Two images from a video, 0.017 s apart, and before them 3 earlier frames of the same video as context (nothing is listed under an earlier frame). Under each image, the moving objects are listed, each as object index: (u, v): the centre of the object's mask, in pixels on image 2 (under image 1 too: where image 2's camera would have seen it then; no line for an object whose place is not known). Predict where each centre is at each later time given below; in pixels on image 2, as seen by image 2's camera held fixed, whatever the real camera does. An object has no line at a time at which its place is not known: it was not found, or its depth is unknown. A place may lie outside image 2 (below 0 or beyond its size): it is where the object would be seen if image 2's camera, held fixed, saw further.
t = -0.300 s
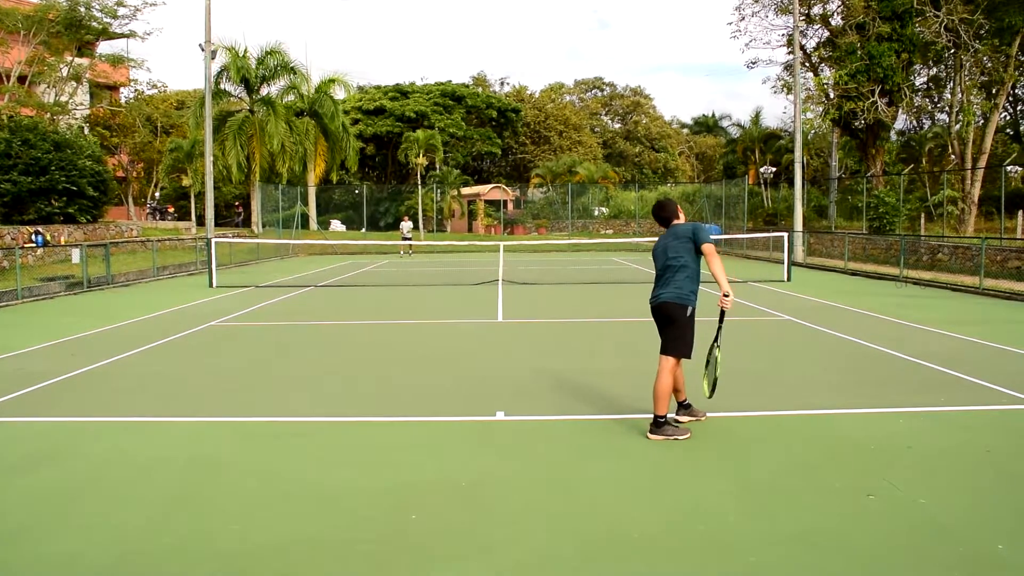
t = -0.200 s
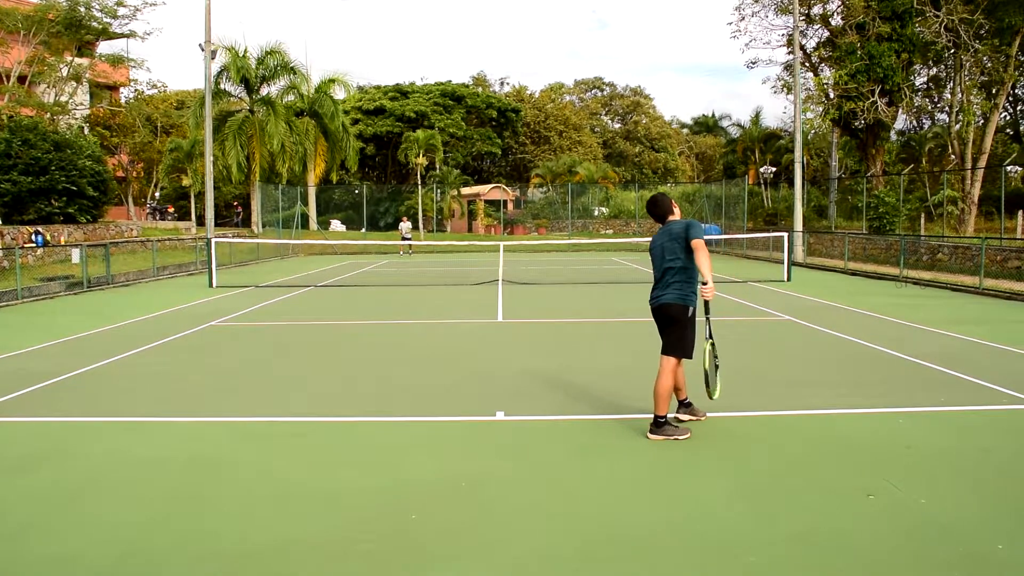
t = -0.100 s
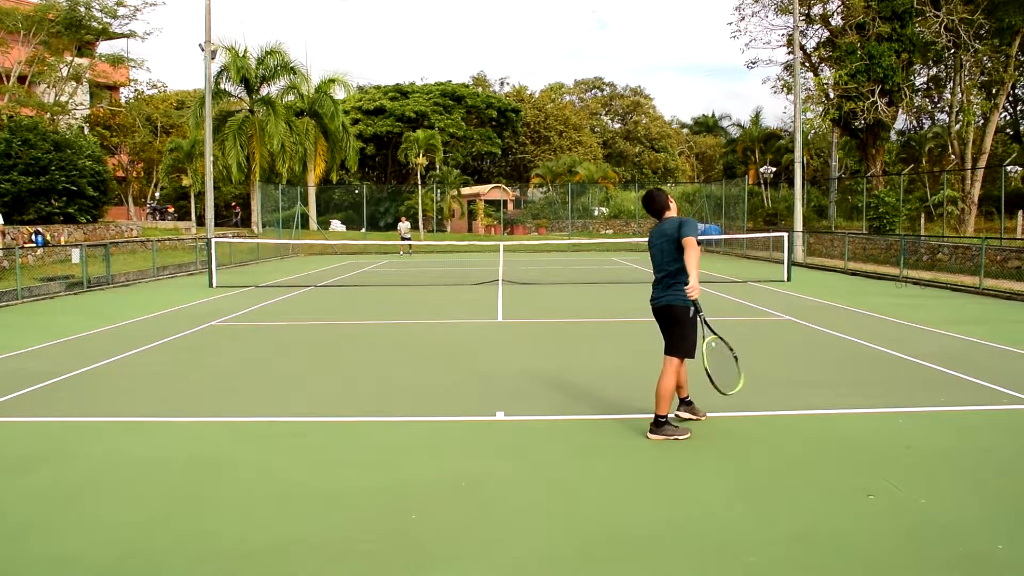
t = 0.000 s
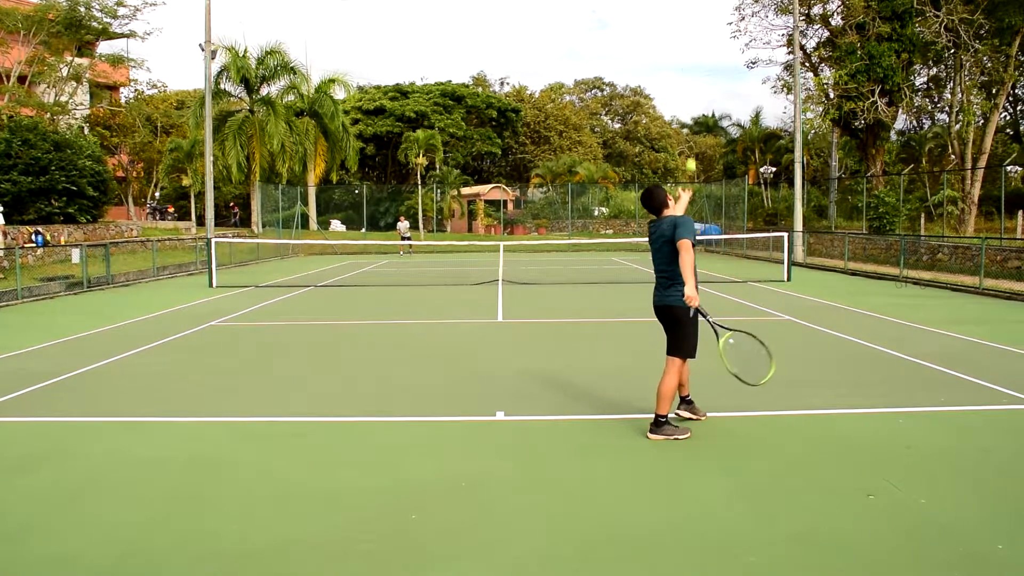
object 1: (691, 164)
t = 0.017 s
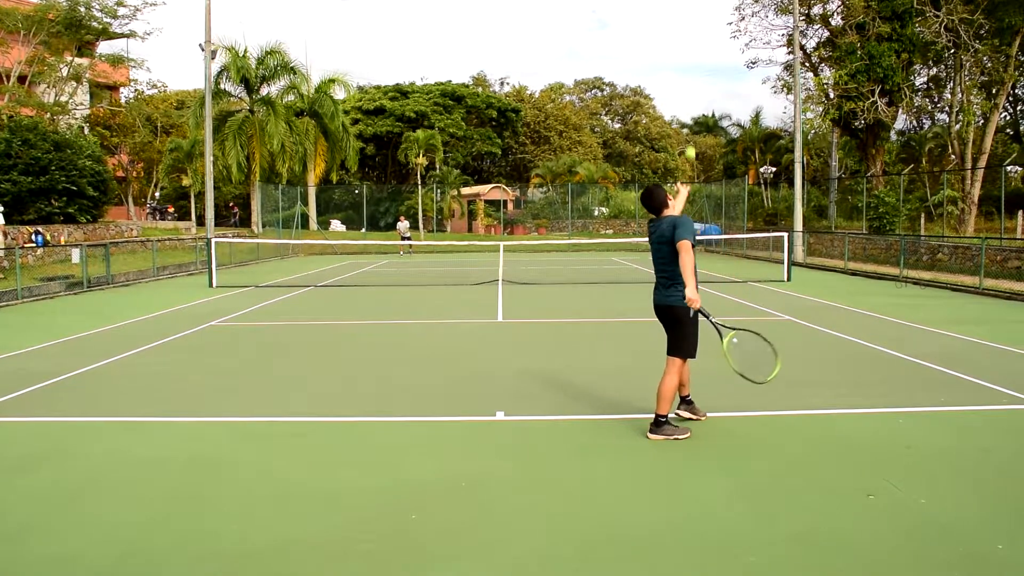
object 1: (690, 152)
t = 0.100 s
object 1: (686, 97)
